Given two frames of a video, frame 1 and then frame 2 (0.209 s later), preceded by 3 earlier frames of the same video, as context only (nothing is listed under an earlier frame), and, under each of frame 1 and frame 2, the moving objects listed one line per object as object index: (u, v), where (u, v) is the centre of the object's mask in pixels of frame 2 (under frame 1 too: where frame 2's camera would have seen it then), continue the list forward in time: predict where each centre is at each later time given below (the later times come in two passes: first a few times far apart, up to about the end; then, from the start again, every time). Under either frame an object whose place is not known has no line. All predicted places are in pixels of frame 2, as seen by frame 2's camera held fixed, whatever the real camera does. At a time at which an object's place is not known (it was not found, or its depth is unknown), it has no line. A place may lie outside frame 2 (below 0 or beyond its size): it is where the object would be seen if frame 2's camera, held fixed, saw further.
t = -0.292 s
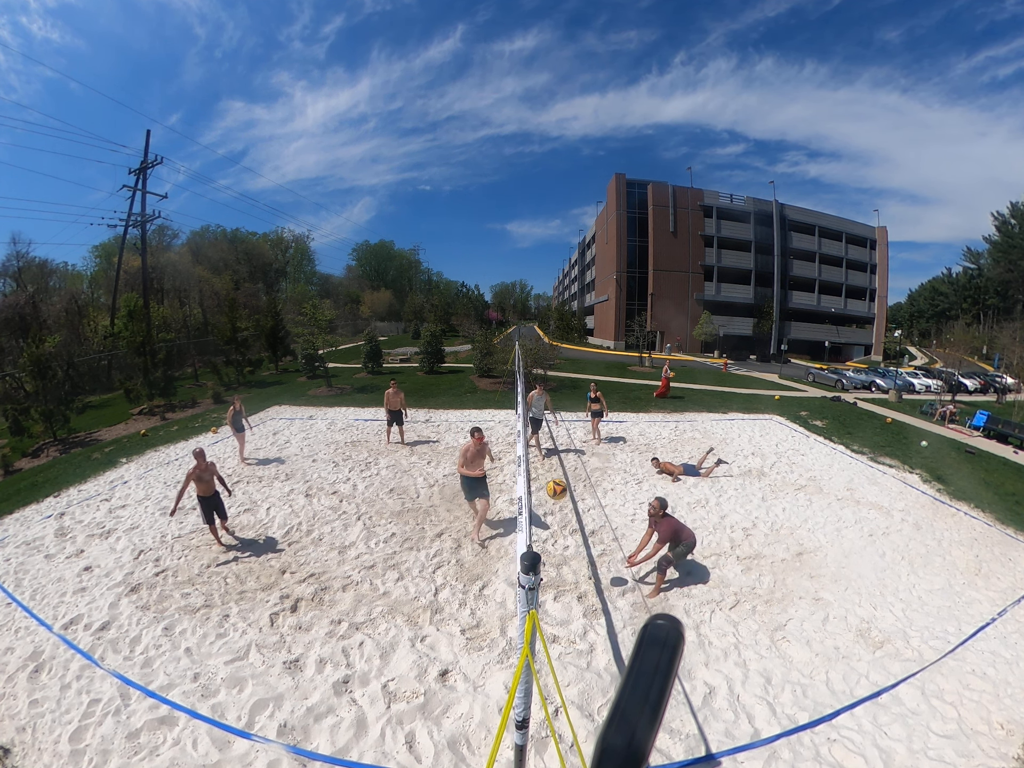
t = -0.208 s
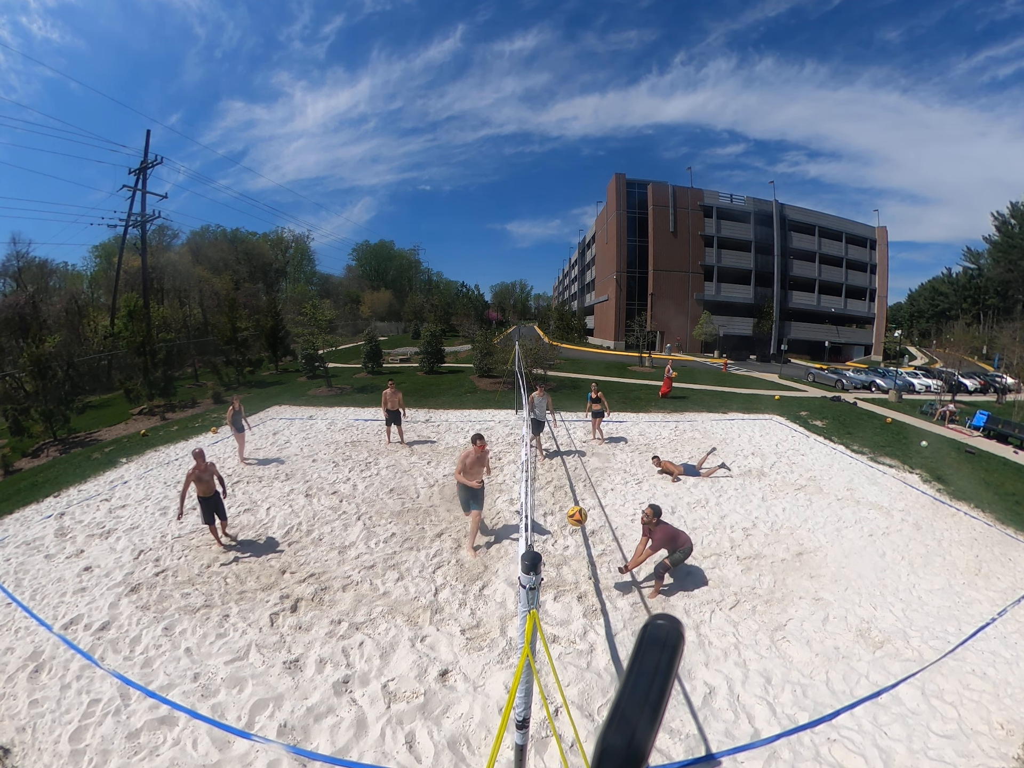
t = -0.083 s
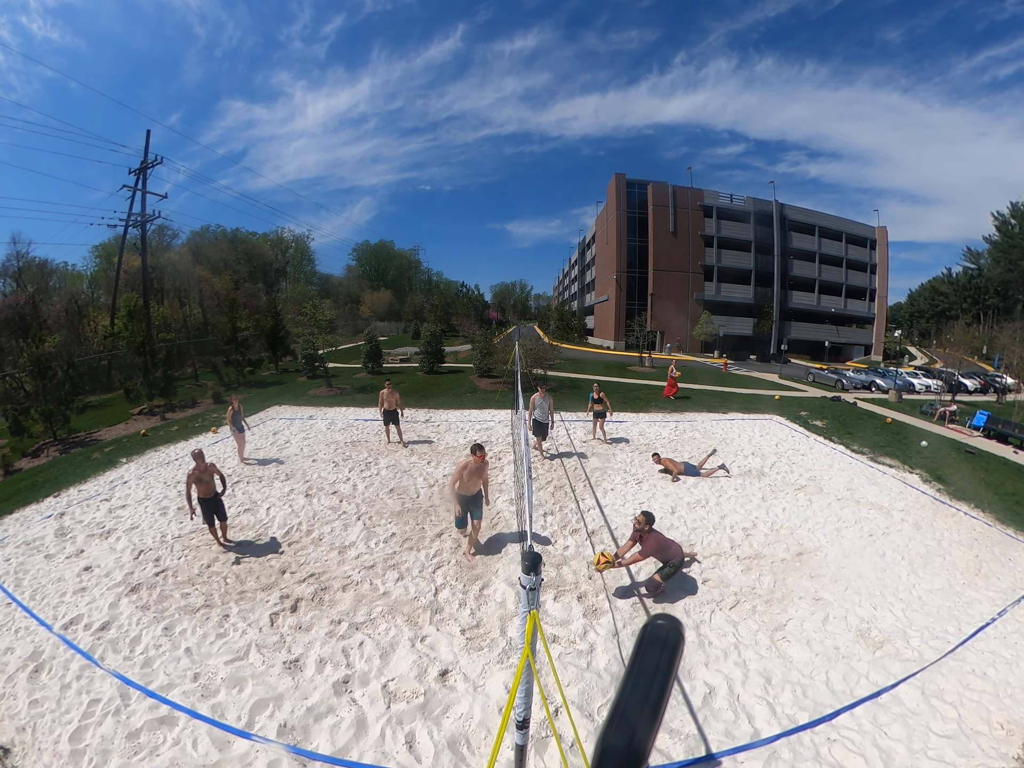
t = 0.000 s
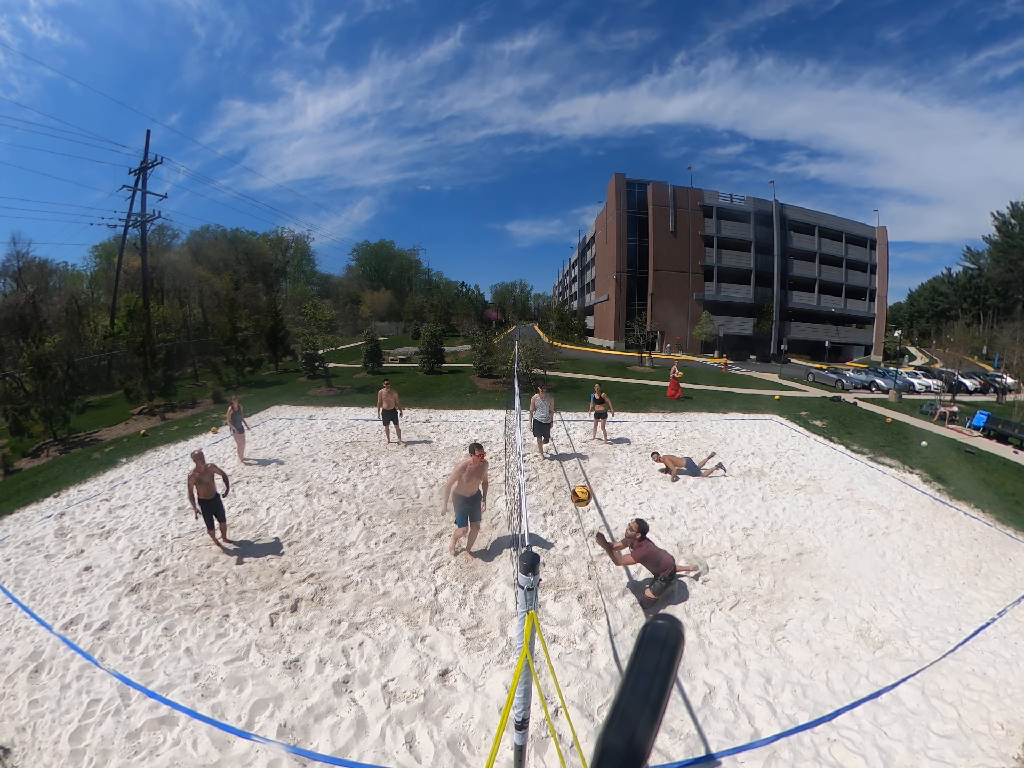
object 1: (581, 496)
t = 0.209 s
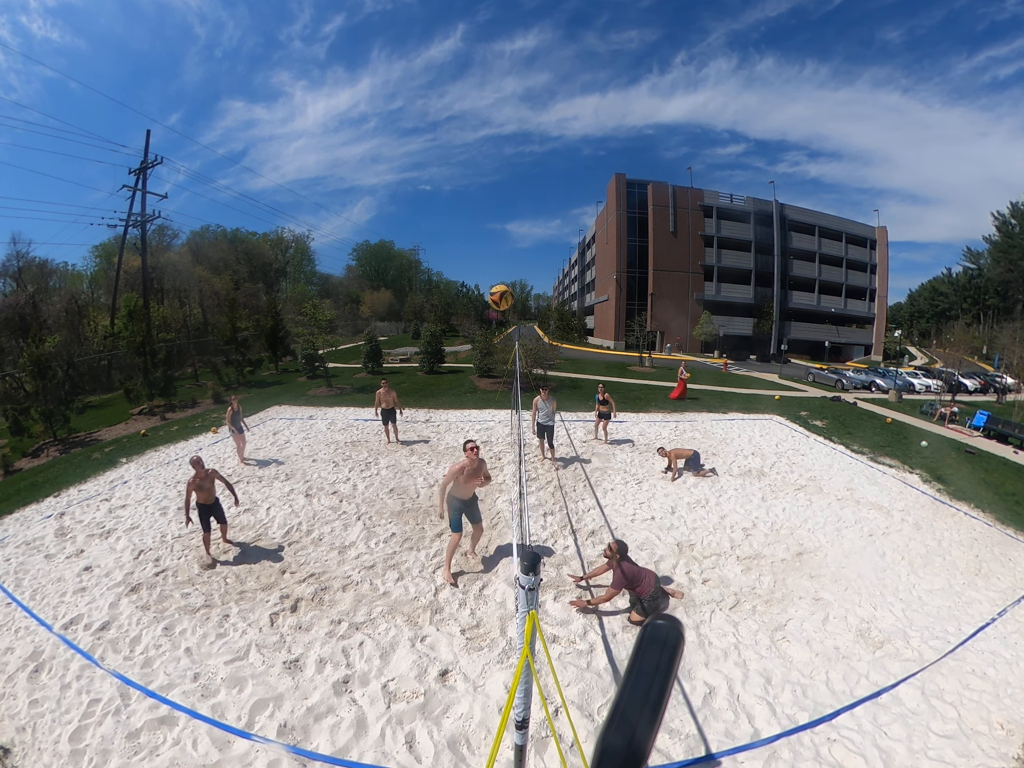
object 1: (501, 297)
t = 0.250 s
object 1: (483, 259)
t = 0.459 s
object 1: (400, 115)
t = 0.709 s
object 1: (323, 38)
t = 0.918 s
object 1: (266, 24)
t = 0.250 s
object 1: (483, 259)
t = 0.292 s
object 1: (465, 223)
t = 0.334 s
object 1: (448, 190)
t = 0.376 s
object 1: (431, 161)
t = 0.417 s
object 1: (415, 136)
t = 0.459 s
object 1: (400, 115)
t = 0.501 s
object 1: (386, 96)
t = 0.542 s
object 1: (372, 80)
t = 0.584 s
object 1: (359, 67)
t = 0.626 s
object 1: (346, 56)
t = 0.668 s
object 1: (334, 46)
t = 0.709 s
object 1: (323, 38)
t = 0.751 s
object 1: (311, 33)
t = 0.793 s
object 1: (300, 28)
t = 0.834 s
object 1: (289, 26)
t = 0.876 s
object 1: (277, 24)
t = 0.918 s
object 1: (266, 24)
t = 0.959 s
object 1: (255, 25)
